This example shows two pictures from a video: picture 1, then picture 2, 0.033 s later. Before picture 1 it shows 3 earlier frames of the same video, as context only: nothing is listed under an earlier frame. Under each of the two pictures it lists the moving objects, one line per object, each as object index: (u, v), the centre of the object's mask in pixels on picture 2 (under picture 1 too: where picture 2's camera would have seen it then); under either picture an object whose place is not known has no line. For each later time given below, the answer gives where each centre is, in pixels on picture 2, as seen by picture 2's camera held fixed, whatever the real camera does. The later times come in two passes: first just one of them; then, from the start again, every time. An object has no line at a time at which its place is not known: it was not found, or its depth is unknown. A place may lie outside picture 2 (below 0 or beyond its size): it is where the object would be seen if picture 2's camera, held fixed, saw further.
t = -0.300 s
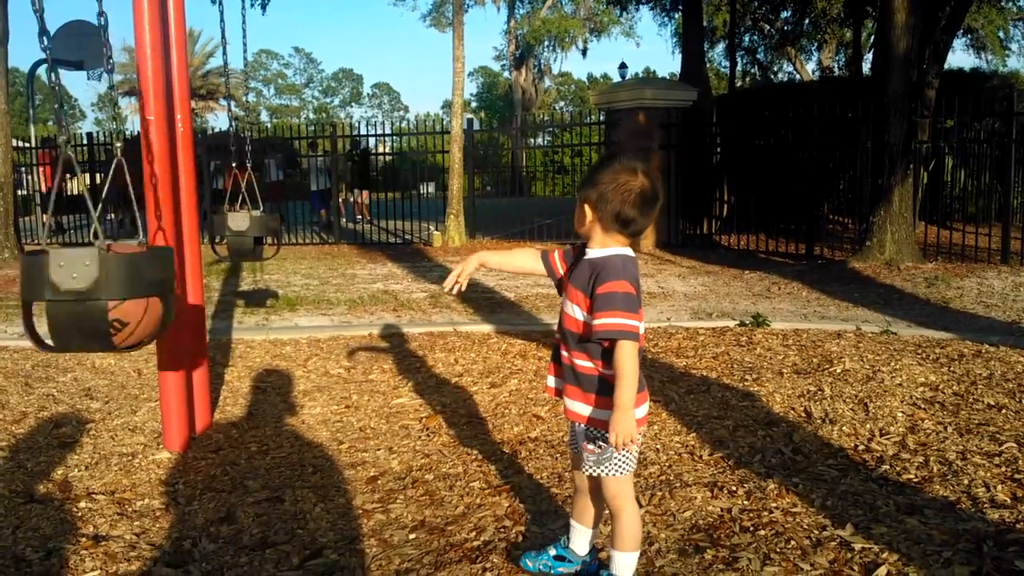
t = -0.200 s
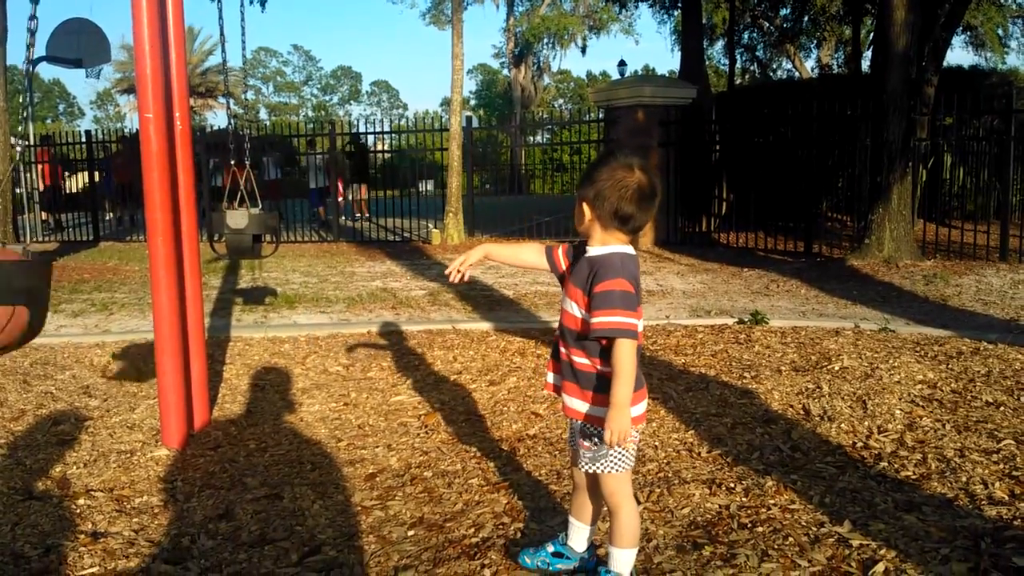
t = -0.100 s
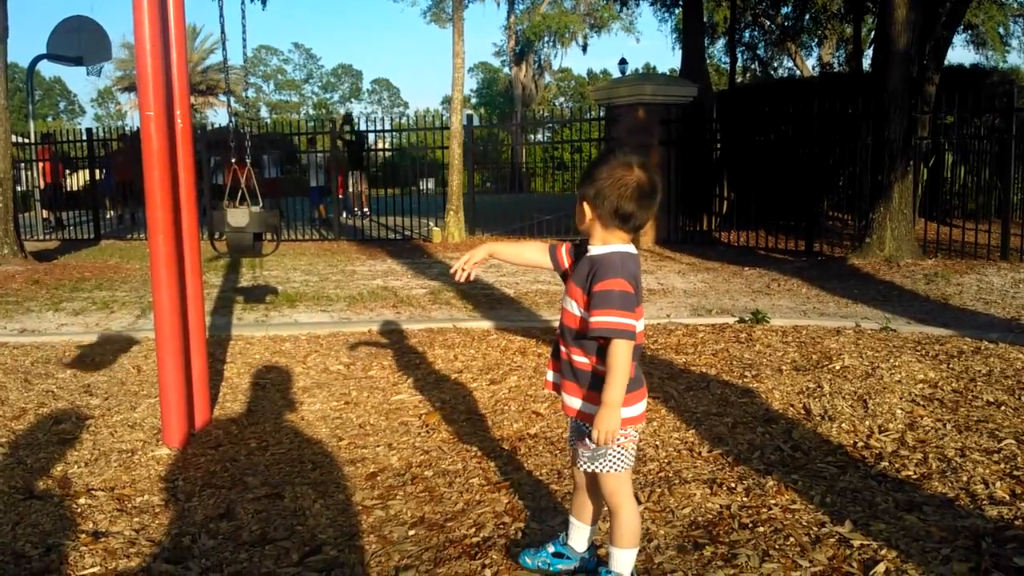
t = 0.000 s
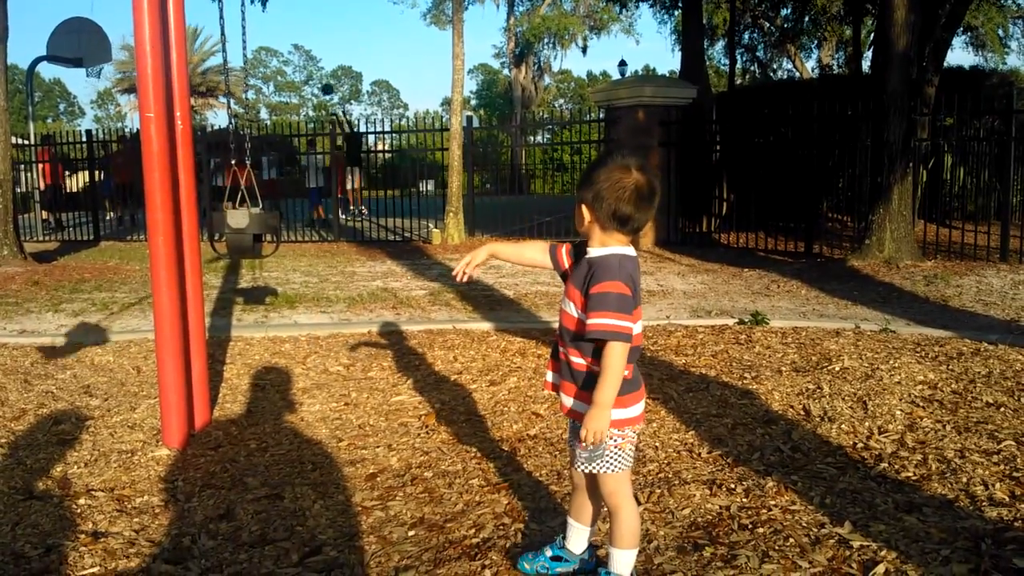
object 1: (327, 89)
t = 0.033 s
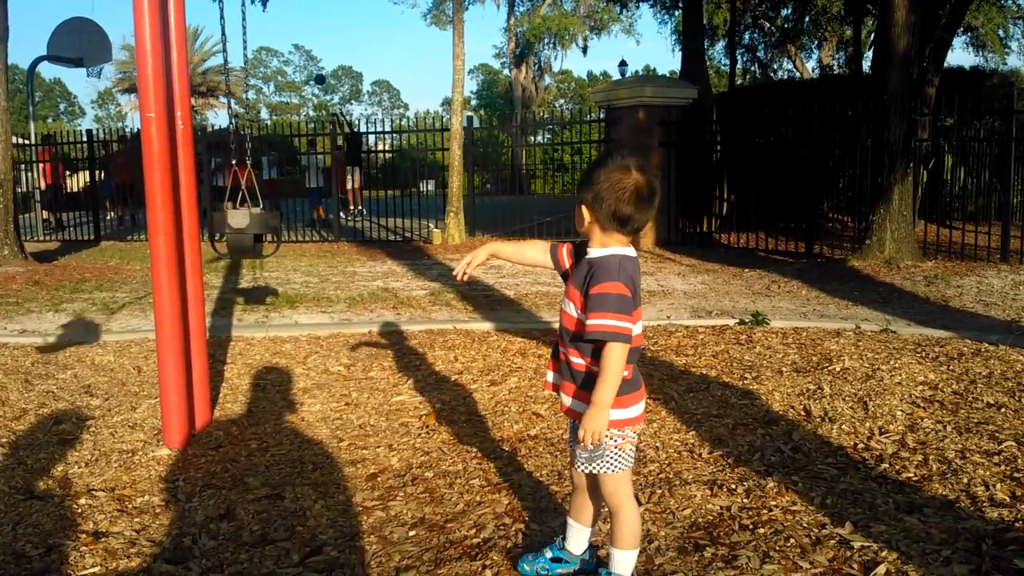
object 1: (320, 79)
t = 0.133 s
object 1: (297, 52)
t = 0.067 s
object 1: (312, 70)
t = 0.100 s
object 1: (304, 61)
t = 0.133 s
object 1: (297, 52)
